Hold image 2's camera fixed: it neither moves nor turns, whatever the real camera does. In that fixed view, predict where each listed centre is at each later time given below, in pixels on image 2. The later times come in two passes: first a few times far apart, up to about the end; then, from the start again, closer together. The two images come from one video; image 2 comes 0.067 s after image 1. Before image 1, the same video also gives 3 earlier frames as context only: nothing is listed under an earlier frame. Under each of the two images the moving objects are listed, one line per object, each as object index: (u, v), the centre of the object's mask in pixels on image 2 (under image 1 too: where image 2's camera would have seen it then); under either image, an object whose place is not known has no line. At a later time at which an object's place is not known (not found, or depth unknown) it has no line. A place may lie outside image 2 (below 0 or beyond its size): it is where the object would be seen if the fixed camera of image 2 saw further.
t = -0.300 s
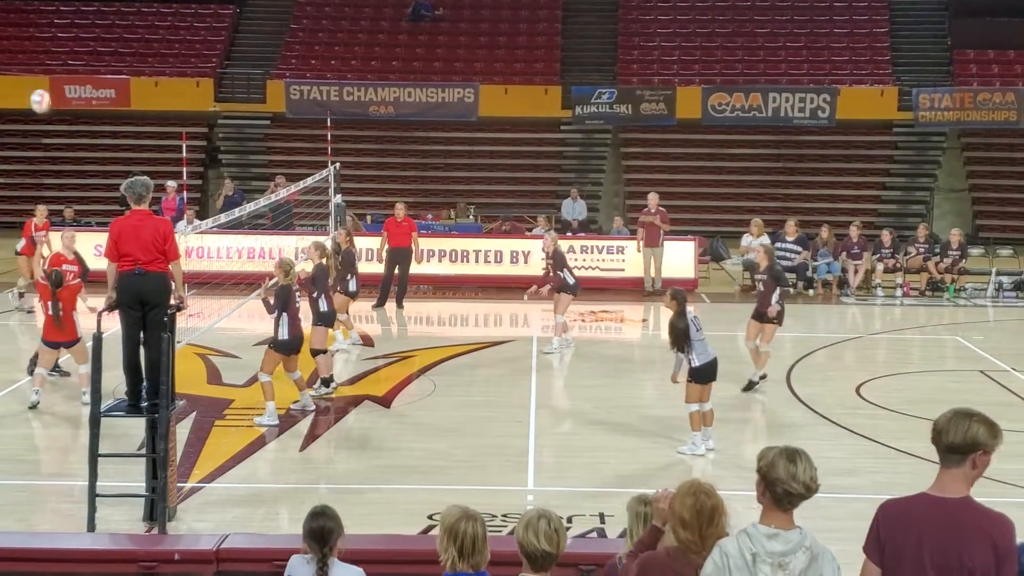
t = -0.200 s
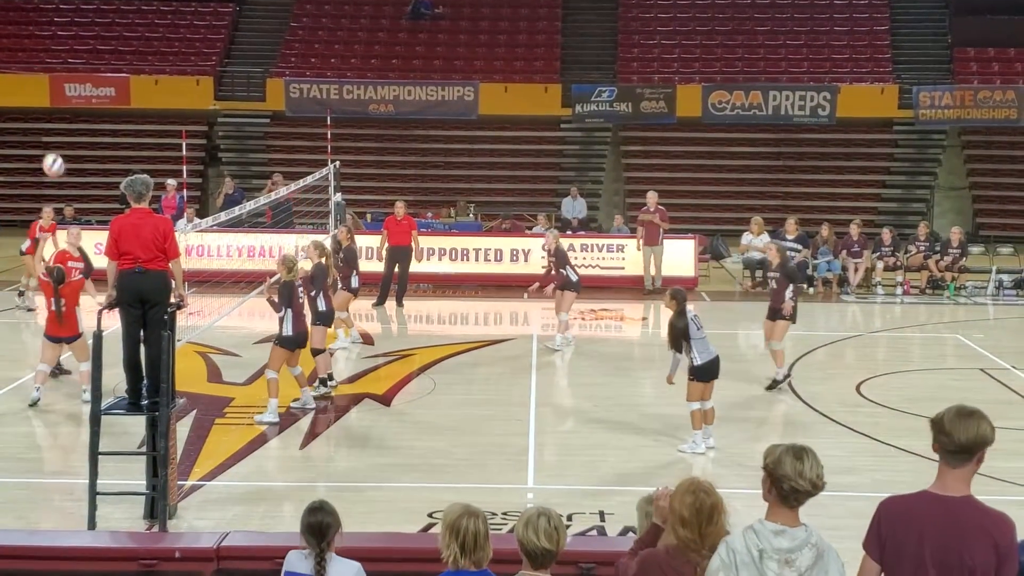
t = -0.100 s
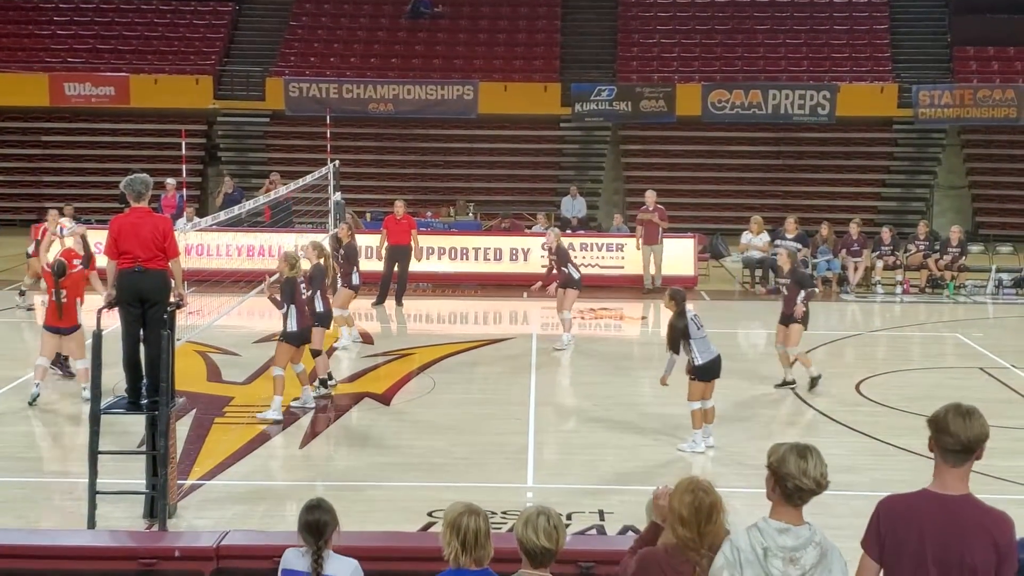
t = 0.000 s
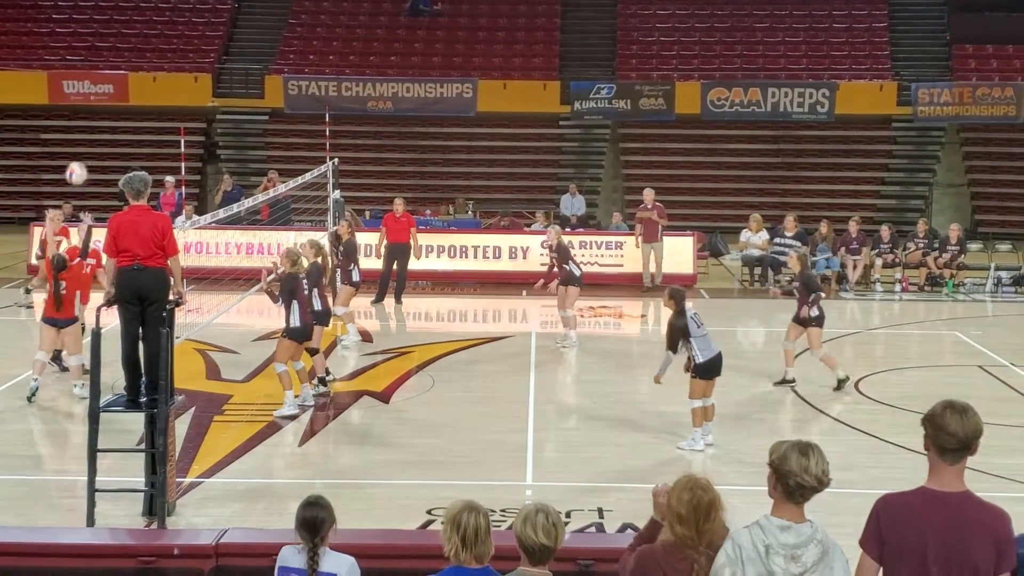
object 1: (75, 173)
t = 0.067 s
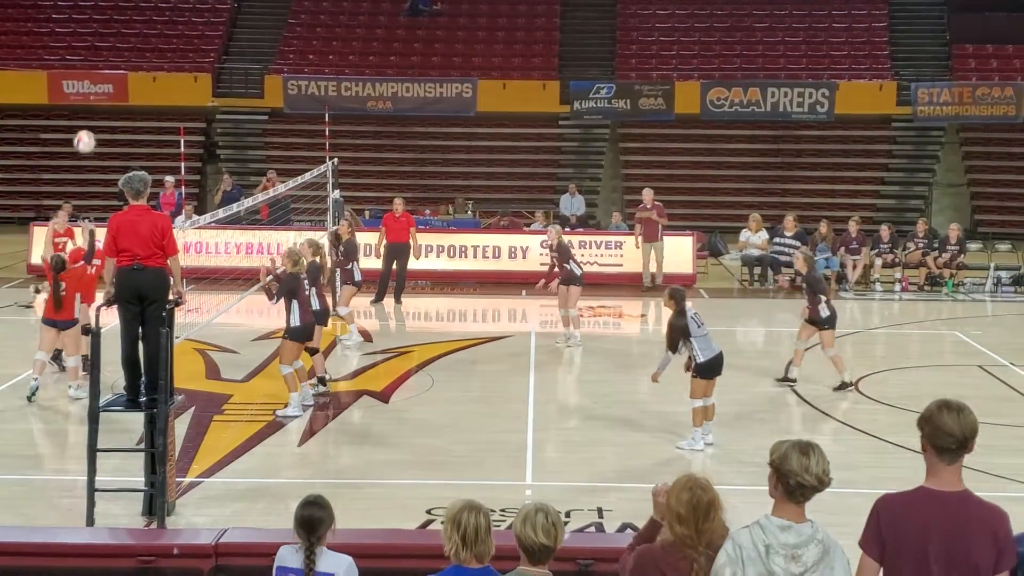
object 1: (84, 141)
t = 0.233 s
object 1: (105, 82)
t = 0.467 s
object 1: (132, 44)
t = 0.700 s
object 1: (159, 54)
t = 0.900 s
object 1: (183, 98)
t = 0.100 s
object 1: (88, 127)
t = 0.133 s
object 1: (93, 114)
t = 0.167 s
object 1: (97, 103)
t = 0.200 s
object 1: (101, 92)
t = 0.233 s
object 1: (105, 82)
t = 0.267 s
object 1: (109, 73)
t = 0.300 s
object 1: (113, 66)
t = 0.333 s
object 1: (117, 60)
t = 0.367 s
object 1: (121, 55)
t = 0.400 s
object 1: (124, 50)
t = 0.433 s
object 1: (128, 47)
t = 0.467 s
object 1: (132, 44)
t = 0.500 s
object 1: (136, 43)
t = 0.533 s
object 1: (140, 42)
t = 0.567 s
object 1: (144, 43)
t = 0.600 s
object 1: (148, 44)
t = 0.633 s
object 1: (152, 46)
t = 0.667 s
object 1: (155, 50)
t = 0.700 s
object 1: (159, 54)
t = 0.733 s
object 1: (163, 59)
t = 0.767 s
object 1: (167, 64)
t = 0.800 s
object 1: (171, 72)
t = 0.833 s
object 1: (175, 79)
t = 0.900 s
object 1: (183, 98)
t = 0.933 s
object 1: (187, 109)
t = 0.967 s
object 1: (190, 120)
